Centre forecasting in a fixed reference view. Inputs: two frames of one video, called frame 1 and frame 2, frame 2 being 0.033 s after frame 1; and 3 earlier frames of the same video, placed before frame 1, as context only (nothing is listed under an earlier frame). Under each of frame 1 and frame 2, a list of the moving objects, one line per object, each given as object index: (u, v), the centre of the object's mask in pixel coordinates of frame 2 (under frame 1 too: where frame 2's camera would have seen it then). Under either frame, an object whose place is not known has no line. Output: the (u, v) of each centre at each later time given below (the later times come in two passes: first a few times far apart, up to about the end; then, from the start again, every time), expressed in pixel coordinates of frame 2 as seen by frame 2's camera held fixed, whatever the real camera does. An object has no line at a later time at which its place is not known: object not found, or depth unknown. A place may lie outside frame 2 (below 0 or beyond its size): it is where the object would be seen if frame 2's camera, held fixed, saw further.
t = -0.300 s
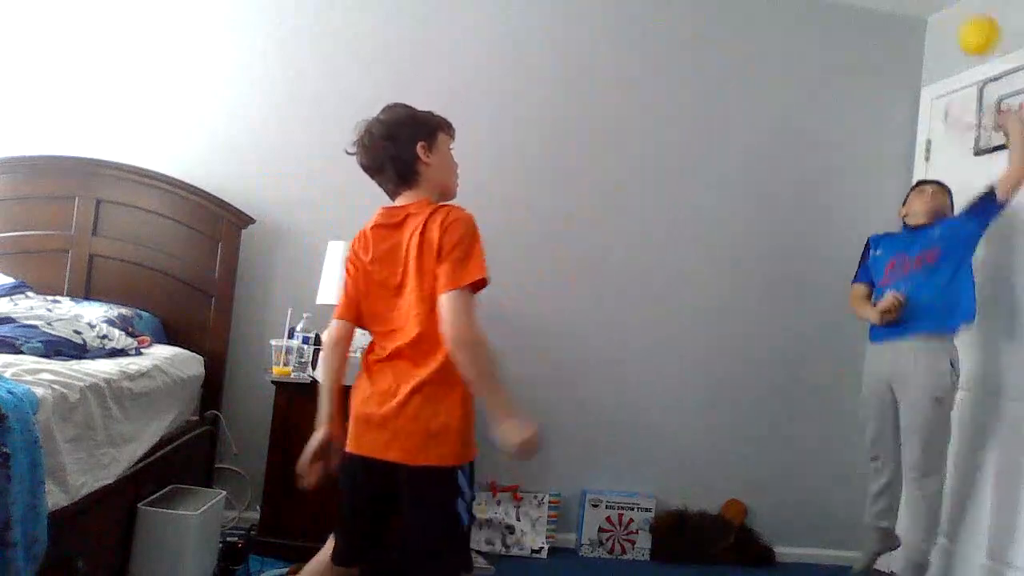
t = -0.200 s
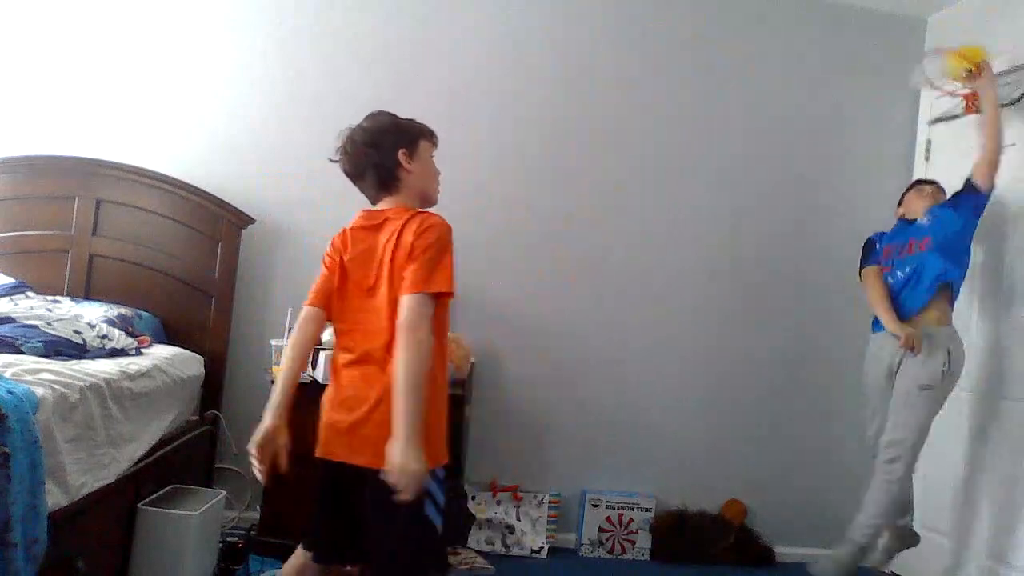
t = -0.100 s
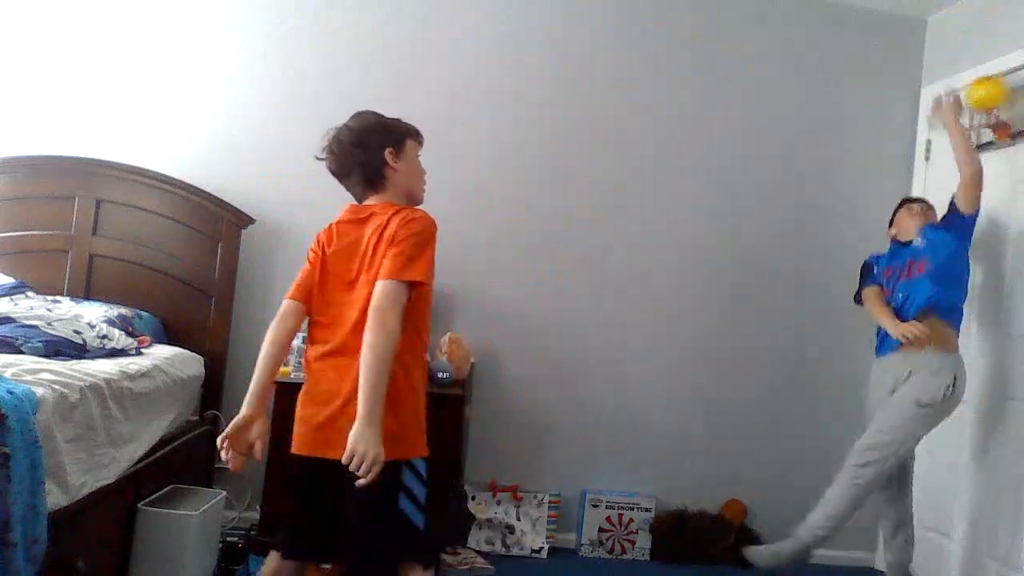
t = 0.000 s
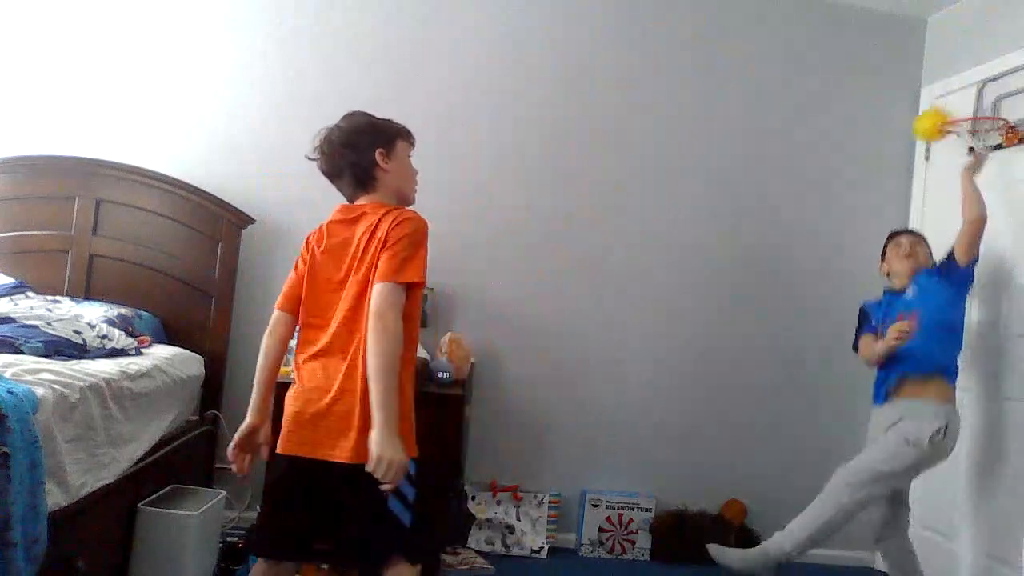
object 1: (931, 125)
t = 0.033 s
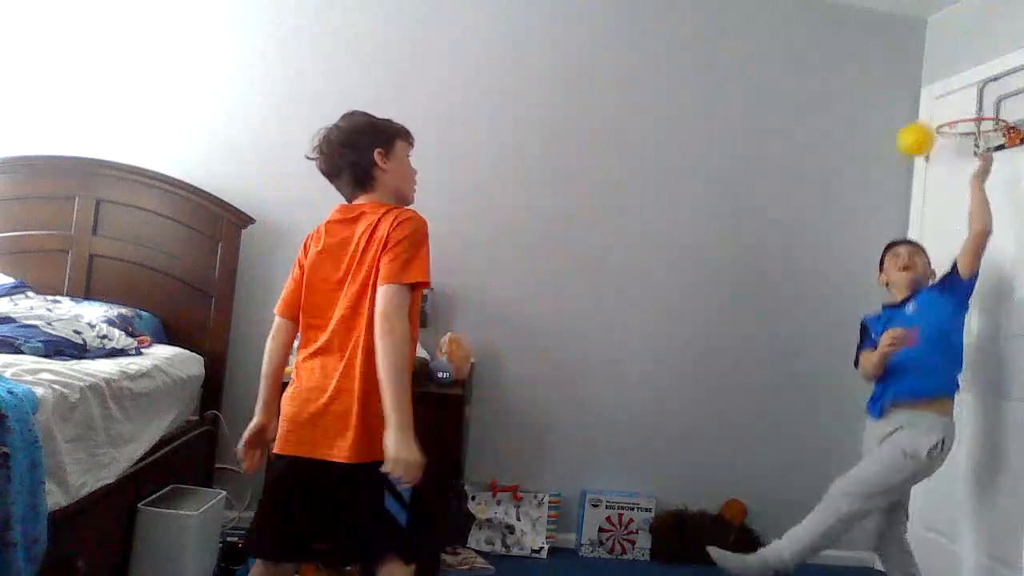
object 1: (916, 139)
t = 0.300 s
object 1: (827, 294)
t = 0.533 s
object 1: (782, 553)
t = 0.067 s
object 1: (898, 156)
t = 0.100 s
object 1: (882, 175)
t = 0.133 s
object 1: (866, 195)
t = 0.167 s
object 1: (849, 217)
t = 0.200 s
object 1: (839, 237)
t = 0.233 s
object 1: (836, 253)
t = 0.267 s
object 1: (831, 271)
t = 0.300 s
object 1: (827, 294)
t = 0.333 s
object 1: (821, 319)
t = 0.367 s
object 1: (816, 348)
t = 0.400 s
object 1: (810, 380)
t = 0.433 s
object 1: (804, 418)
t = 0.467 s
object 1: (798, 460)
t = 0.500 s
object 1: (790, 505)
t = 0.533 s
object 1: (782, 553)
